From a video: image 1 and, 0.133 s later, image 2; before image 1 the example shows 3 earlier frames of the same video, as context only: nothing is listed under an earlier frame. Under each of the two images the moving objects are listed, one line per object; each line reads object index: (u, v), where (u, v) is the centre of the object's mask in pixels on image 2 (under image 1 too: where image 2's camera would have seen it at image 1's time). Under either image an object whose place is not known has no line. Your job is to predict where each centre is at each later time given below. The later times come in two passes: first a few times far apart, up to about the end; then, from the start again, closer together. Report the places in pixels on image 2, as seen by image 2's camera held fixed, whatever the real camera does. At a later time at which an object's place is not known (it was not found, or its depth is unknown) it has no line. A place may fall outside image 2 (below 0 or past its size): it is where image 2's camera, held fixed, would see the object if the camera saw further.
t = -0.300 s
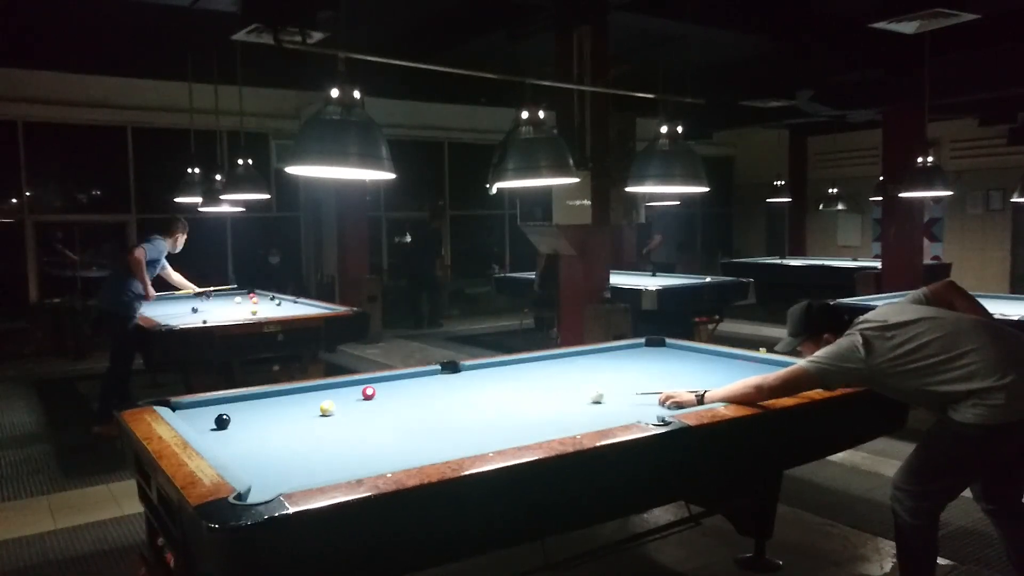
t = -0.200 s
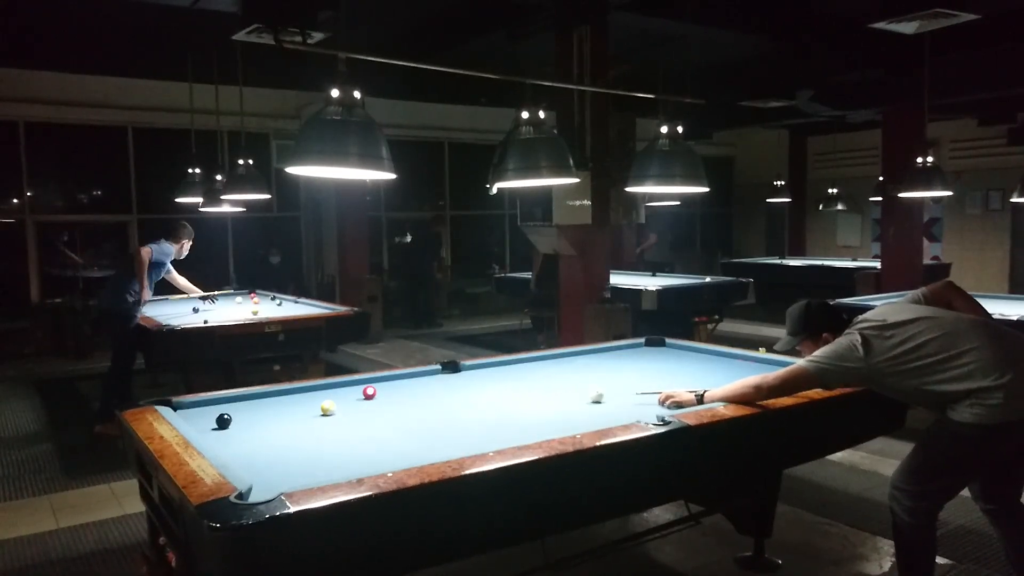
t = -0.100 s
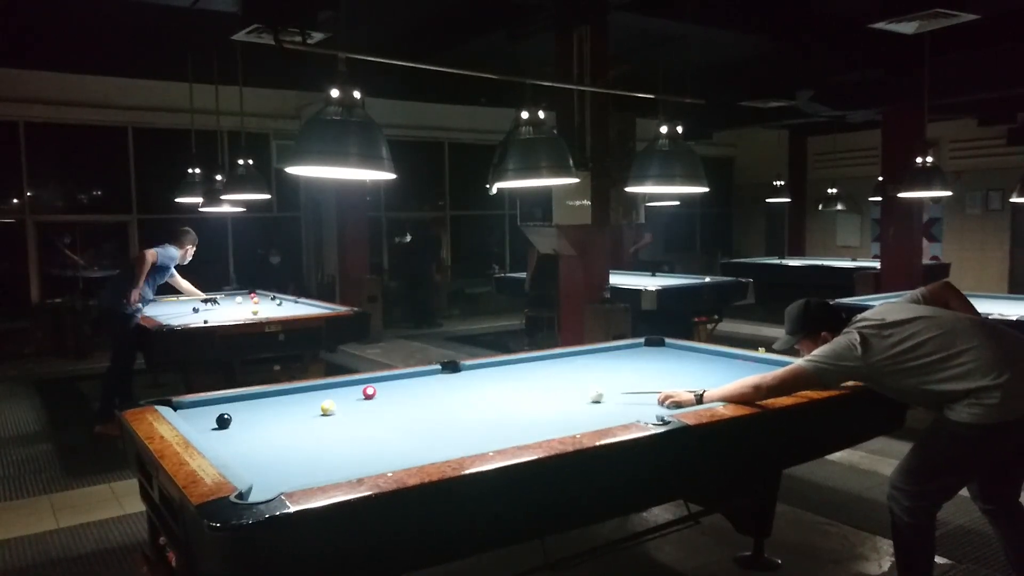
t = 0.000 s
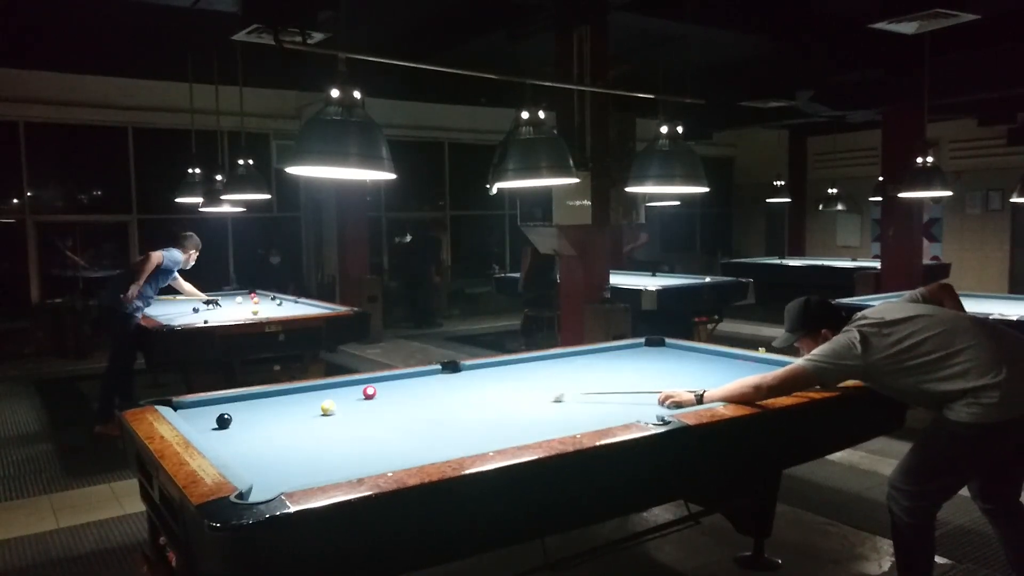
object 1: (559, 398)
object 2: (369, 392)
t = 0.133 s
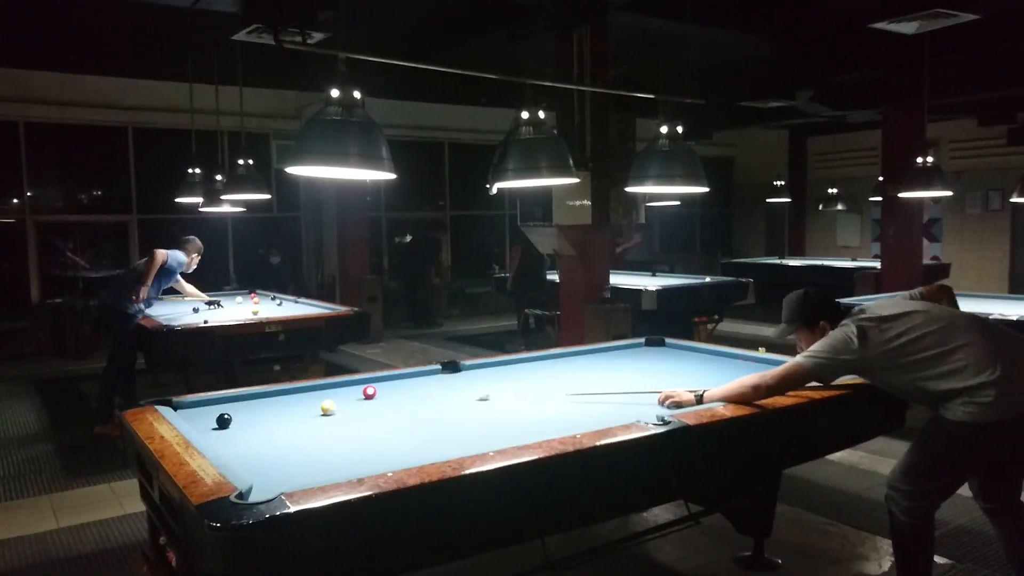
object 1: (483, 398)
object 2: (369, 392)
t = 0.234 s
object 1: (432, 392)
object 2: (369, 392)
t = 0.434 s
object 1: (373, 387)
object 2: (324, 396)
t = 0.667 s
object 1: (356, 384)
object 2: (244, 403)
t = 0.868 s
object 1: (365, 389)
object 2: (179, 408)
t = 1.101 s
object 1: (374, 395)
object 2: (205, 403)
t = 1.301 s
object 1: (382, 399)
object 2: (226, 403)
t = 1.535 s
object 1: (392, 406)
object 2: (250, 403)
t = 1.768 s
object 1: (402, 411)
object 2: (272, 403)
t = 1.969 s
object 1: (410, 417)
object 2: (290, 402)
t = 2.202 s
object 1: (422, 425)
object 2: (310, 402)
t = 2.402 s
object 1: (431, 431)
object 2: (324, 400)
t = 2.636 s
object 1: (442, 438)
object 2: (343, 402)
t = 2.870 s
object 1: (453, 445)
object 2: (358, 402)
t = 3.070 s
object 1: (462, 447)
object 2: (371, 402)
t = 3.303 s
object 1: (458, 448)
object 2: (385, 402)
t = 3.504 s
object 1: (450, 447)
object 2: (395, 402)
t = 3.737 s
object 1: (441, 446)
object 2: (406, 402)
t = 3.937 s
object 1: (434, 444)
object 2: (415, 403)
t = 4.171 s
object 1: (427, 442)
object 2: (424, 403)
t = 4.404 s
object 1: (421, 442)
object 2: (432, 403)
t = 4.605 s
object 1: (416, 440)
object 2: (437, 403)
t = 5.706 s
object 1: (401, 436)
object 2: (452, 404)
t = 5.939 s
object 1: (400, 436)
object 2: (452, 404)
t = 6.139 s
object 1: (400, 436)
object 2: (451, 404)
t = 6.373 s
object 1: (400, 436)
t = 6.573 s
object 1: (400, 436)
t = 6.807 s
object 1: (400, 436)
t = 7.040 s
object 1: (400, 435)
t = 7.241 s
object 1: (400, 435)
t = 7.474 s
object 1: (400, 435)
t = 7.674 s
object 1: (400, 436)
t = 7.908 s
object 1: (400, 437)
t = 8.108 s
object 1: (400, 437)
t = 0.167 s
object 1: (466, 397)
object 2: (369, 392)
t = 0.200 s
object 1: (449, 392)
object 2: (369, 392)
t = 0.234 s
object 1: (432, 392)
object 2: (369, 392)
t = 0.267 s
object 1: (414, 392)
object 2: (369, 392)
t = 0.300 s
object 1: (397, 391)
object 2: (369, 392)
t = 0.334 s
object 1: (383, 390)
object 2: (367, 393)
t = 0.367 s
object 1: (381, 389)
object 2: (352, 394)
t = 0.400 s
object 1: (377, 388)
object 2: (338, 395)
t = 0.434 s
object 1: (373, 387)
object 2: (324, 396)
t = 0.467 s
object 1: (368, 385)
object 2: (311, 397)
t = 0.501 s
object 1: (363, 384)
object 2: (299, 398)
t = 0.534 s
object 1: (358, 383)
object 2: (288, 400)
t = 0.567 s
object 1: (353, 382)
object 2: (277, 400)
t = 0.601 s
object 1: (353, 383)
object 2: (266, 401)
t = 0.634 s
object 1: (355, 383)
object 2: (255, 402)
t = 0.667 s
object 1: (356, 384)
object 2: (244, 403)
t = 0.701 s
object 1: (358, 385)
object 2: (233, 404)
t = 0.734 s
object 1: (359, 386)
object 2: (221, 405)
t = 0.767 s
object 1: (360, 387)
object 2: (210, 407)
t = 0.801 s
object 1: (362, 387)
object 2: (198, 408)
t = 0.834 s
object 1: (363, 388)
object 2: (187, 408)
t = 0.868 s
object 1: (365, 389)
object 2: (179, 408)
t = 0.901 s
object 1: (366, 390)
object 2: (182, 407)
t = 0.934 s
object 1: (367, 391)
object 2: (186, 406)
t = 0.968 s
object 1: (368, 391)
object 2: (191, 405)
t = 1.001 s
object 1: (370, 392)
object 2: (194, 404)
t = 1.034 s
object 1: (371, 393)
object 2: (198, 404)
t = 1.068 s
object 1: (372, 394)
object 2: (202, 403)
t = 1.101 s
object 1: (374, 395)
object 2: (205, 403)
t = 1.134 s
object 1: (375, 395)
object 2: (209, 403)
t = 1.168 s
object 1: (376, 396)
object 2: (213, 403)
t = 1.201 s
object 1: (377, 397)
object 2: (216, 404)
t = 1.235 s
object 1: (379, 398)
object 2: (219, 403)
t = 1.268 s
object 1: (380, 399)
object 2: (223, 403)
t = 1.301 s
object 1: (382, 399)
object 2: (226, 403)
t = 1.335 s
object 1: (383, 400)
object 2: (230, 403)
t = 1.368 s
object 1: (384, 402)
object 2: (233, 403)
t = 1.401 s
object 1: (386, 402)
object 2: (237, 403)
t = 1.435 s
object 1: (387, 403)
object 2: (240, 403)
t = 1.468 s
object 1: (388, 404)
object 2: (243, 403)
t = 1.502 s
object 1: (390, 405)
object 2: (246, 403)
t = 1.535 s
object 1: (392, 406)
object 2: (250, 403)
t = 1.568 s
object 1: (393, 406)
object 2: (253, 403)
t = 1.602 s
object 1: (394, 407)
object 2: (256, 403)
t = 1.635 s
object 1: (395, 408)
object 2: (260, 403)
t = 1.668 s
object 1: (398, 409)
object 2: (263, 403)
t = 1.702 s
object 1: (399, 410)
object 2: (266, 403)
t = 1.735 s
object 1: (400, 411)
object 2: (269, 403)
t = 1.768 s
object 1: (402, 411)
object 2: (272, 403)
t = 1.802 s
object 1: (404, 413)
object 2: (275, 403)
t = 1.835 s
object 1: (405, 413)
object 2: (278, 403)
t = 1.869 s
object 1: (406, 414)
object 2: (281, 402)
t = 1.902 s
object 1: (408, 417)
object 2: (284, 403)
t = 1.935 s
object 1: (409, 417)
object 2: (287, 403)
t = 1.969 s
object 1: (410, 417)
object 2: (290, 402)
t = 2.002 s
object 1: (413, 419)
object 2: (293, 402)
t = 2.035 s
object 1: (415, 419)
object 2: (296, 402)
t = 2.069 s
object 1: (416, 420)
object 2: (299, 402)
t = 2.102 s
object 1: (417, 421)
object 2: (302, 402)
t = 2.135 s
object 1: (418, 421)
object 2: (305, 402)
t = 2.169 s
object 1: (420, 424)
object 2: (307, 402)
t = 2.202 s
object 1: (422, 425)
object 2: (310, 402)
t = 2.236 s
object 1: (424, 426)
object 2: (312, 402)
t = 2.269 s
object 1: (425, 427)
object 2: (315, 402)
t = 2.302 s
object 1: (427, 428)
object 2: (316, 402)
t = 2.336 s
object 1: (428, 428)
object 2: (319, 402)
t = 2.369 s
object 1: (429, 430)
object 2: (321, 401)
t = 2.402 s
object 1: (431, 431)
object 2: (324, 400)
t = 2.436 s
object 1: (433, 433)
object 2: (328, 398)
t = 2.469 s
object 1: (434, 434)
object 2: (332, 398)
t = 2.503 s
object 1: (436, 434)
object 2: (336, 400)
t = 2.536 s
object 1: (437, 434)
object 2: (337, 401)
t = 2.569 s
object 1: (439, 436)
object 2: (339, 401)
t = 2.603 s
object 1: (441, 437)
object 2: (341, 402)
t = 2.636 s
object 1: (442, 438)
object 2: (343, 402)
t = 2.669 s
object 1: (444, 439)
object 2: (345, 402)
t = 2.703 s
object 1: (445, 441)
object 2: (347, 402)
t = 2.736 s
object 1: (447, 442)
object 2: (350, 402)
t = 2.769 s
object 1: (448, 443)
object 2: (352, 402)
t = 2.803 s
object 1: (450, 443)
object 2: (354, 402)
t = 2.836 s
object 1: (452, 445)
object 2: (356, 402)
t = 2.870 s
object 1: (453, 445)
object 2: (358, 402)
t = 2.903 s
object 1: (454, 445)
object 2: (360, 402)
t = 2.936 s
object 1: (456, 446)
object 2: (363, 402)
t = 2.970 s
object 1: (458, 447)
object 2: (365, 403)
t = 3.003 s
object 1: (459, 446)
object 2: (367, 402)
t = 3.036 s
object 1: (461, 446)
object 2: (369, 402)
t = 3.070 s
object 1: (462, 447)
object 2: (371, 402)
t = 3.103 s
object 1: (463, 448)
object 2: (373, 402)
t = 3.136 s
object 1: (464, 448)
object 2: (375, 402)
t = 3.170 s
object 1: (464, 448)
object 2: (377, 402)
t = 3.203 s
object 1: (463, 448)
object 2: (379, 402)
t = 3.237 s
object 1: (461, 448)
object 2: (381, 402)
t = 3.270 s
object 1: (460, 448)
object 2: (383, 402)
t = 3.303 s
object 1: (458, 448)
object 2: (385, 402)
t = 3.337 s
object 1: (457, 448)
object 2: (387, 403)
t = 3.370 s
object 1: (455, 448)
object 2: (389, 402)
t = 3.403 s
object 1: (454, 448)
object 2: (390, 403)
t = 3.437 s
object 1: (453, 447)
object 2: (392, 402)
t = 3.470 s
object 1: (451, 447)
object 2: (394, 402)
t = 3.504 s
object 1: (450, 447)
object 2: (395, 402)
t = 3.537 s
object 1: (449, 447)
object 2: (397, 402)
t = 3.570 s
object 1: (447, 446)
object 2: (398, 403)
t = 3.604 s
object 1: (446, 447)
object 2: (400, 403)
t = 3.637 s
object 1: (445, 446)
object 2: (401, 403)
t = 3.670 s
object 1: (444, 446)
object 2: (403, 403)
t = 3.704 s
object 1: (442, 446)
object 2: (405, 403)
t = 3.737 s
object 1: (441, 446)
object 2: (406, 402)
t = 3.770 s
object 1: (440, 446)
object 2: (408, 403)
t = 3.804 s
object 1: (439, 446)
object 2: (409, 403)
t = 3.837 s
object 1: (438, 445)
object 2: (411, 403)
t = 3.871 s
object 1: (436, 445)
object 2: (412, 403)
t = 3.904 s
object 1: (435, 445)
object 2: (414, 403)
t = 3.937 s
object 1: (434, 444)
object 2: (415, 403)
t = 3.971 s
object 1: (433, 444)
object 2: (416, 403)
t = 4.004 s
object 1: (432, 443)
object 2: (418, 403)
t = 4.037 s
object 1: (431, 443)
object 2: (419, 403)
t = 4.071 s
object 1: (430, 443)
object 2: (420, 403)
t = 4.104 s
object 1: (429, 442)
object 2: (421, 403)
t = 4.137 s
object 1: (428, 442)
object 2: (423, 403)
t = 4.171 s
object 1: (427, 442)
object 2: (424, 403)
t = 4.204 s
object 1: (426, 442)
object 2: (425, 403)
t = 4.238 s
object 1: (425, 441)
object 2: (426, 403)
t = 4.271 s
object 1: (424, 442)
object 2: (427, 403)
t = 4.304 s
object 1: (423, 442)
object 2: (428, 403)
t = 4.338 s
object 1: (423, 442)
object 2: (429, 403)
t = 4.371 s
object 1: (422, 442)
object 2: (431, 403)
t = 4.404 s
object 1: (421, 442)
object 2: (432, 403)
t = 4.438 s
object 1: (420, 442)
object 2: (433, 404)
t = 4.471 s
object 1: (419, 441)
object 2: (433, 404)
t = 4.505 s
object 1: (418, 441)
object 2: (434, 403)
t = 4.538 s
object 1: (417, 441)
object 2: (435, 403)
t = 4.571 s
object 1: (417, 441)
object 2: (436, 403)
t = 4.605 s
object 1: (416, 440)
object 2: (437, 403)
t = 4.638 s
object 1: (415, 440)
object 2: (438, 404)
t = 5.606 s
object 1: (401, 436)
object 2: (452, 404)
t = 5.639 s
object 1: (401, 436)
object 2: (452, 404)
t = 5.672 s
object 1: (401, 436)
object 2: (452, 404)
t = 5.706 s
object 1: (401, 436)
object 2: (452, 404)
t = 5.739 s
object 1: (400, 436)
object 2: (452, 404)
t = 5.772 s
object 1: (400, 436)
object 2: (452, 404)
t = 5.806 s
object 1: (400, 436)
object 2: (452, 404)
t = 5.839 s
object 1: (401, 436)
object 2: (452, 404)
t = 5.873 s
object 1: (400, 436)
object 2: (452, 404)
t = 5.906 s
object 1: (400, 436)
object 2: (452, 404)
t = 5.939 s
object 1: (400, 436)
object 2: (452, 404)
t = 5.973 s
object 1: (400, 436)
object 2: (451, 404)
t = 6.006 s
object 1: (400, 436)
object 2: (451, 404)
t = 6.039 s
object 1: (400, 436)
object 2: (451, 404)
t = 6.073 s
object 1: (400, 436)
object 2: (451, 404)
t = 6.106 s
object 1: (400, 436)
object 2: (451, 404)
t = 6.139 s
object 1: (400, 436)
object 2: (451, 404)
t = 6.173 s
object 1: (400, 436)
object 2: (451, 404)
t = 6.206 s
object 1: (400, 436)
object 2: (452, 404)
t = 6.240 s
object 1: (400, 436)
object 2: (452, 404)
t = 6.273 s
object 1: (400, 436)
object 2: (452, 404)
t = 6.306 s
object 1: (400, 436)
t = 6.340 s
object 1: (400, 436)
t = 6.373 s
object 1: (400, 436)
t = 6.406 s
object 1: (400, 436)
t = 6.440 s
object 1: (400, 436)
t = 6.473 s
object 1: (400, 436)
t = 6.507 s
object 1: (400, 436)
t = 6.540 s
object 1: (400, 436)
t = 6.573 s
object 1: (400, 436)
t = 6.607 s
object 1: (400, 436)
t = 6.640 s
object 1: (400, 436)
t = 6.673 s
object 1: (400, 436)
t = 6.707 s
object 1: (400, 436)
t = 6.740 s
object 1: (400, 436)
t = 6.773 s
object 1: (400, 436)
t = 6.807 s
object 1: (400, 436)
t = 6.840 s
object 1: (400, 436)
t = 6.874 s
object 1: (400, 436)
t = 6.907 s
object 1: (400, 436)
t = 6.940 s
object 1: (400, 435)
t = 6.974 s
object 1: (400, 436)
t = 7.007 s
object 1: (400, 436)
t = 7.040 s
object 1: (400, 435)
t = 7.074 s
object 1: (400, 435)
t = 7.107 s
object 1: (400, 435)
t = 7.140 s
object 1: (400, 436)
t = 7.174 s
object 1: (400, 436)
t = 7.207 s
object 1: (400, 435)
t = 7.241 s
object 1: (400, 435)
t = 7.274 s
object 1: (400, 436)
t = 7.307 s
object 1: (400, 436)
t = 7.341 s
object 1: (400, 436)
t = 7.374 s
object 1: (400, 436)
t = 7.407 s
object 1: (400, 436)
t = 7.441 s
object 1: (400, 435)
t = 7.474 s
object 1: (400, 435)
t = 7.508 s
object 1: (400, 435)
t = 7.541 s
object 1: (400, 436)
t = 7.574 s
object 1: (400, 436)
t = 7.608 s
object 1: (400, 436)
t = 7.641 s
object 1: (400, 436)
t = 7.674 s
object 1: (400, 436)
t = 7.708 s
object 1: (400, 436)
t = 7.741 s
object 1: (400, 436)
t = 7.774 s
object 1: (400, 436)
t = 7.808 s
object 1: (400, 435)
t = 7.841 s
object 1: (400, 436)
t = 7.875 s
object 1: (400, 436)
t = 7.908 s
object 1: (400, 437)
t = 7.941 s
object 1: (400, 436)
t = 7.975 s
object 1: (400, 436)
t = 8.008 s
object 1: (400, 437)
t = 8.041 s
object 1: (400, 437)
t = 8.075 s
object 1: (400, 437)
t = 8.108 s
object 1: (400, 437)
